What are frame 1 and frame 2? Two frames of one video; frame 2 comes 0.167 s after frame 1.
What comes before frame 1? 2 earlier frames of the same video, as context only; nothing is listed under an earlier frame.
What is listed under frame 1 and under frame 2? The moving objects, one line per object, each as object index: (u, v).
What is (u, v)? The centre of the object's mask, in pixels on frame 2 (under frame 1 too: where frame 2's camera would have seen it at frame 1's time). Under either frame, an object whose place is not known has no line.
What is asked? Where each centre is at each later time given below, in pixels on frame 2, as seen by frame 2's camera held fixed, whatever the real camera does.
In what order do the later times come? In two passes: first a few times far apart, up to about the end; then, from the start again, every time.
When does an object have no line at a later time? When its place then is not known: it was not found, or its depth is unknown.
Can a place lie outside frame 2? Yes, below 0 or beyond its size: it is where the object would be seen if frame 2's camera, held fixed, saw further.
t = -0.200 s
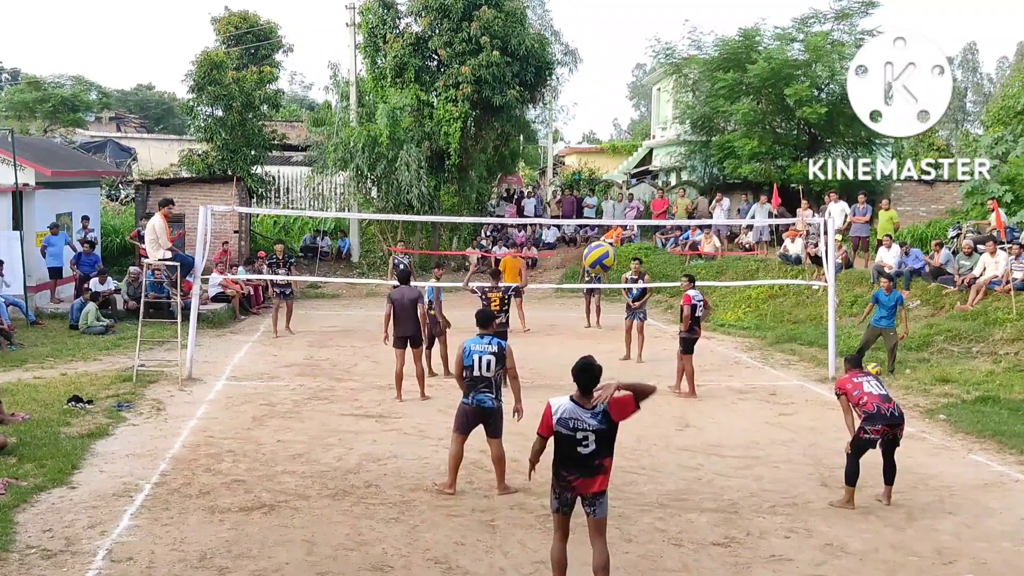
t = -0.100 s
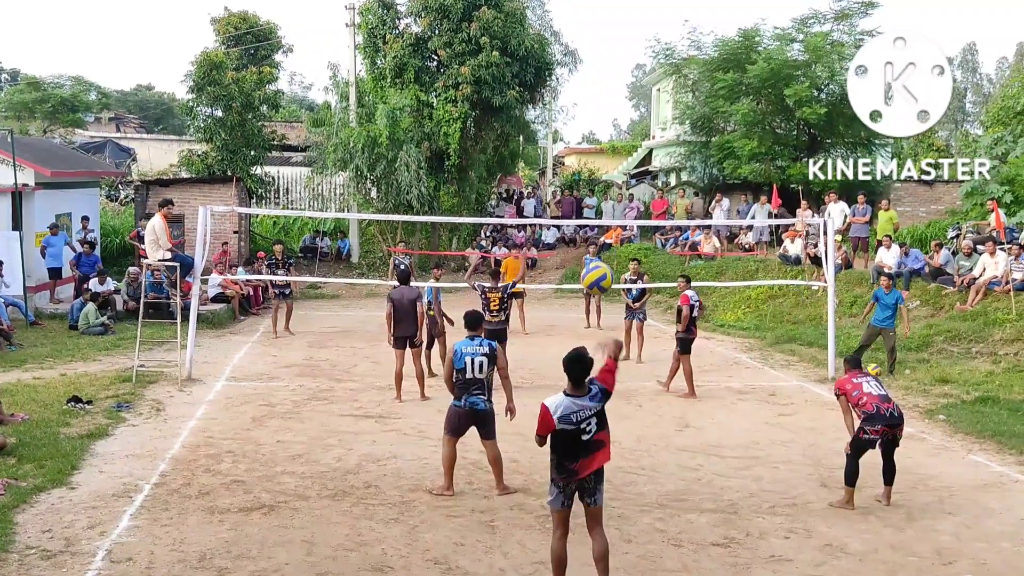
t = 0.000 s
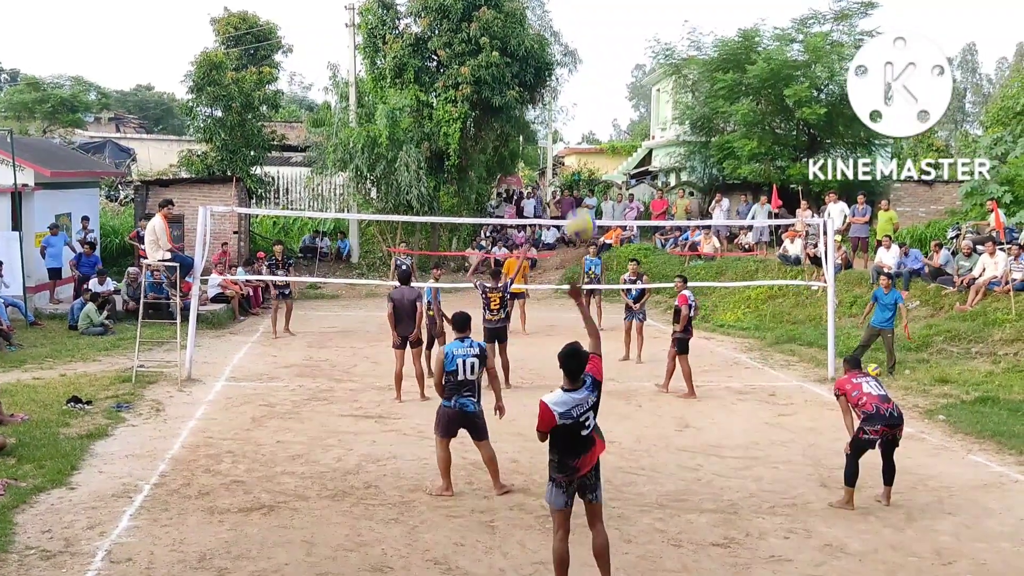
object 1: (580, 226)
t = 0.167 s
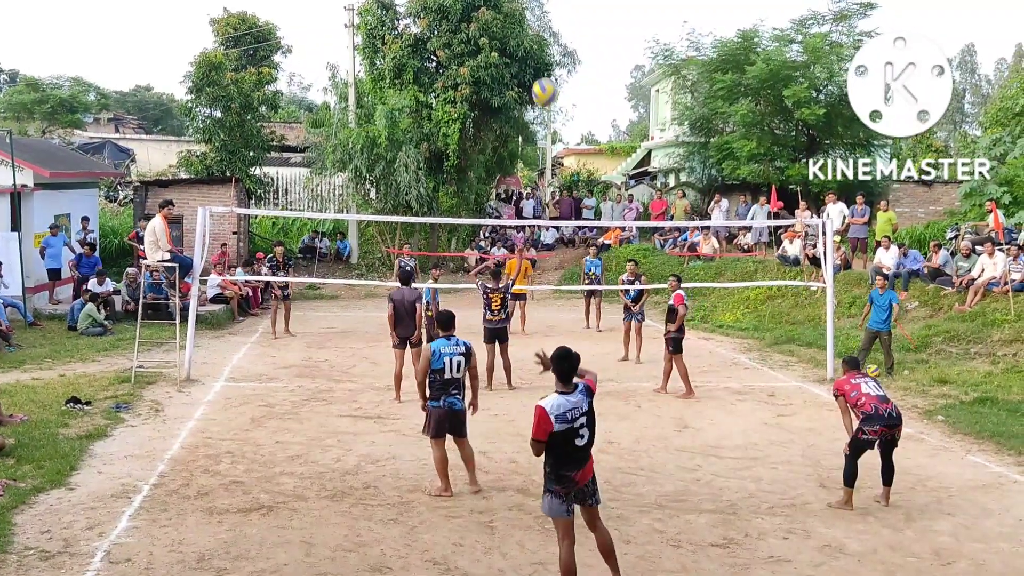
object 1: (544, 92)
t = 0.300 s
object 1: (524, 34)
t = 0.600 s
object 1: (483, 4)
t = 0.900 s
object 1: (458, 43)
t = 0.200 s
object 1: (539, 75)
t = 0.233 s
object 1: (534, 59)
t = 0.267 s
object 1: (529, 45)
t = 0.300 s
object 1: (524, 34)
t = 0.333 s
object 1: (519, 24)
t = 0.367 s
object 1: (514, 16)
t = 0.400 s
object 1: (510, 10)
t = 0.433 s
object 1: (505, 7)
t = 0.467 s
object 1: (501, 5)
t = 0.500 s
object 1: (496, 4)
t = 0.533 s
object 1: (492, 3)
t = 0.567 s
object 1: (488, 3)
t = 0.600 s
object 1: (483, 4)
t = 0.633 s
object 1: (480, 4)
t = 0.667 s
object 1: (476, 5)
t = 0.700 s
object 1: (473, 7)
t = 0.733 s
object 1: (470, 11)
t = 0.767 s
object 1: (467, 17)
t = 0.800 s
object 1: (465, 22)
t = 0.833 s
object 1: (462, 29)
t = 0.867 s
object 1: (459, 35)
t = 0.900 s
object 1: (458, 43)
